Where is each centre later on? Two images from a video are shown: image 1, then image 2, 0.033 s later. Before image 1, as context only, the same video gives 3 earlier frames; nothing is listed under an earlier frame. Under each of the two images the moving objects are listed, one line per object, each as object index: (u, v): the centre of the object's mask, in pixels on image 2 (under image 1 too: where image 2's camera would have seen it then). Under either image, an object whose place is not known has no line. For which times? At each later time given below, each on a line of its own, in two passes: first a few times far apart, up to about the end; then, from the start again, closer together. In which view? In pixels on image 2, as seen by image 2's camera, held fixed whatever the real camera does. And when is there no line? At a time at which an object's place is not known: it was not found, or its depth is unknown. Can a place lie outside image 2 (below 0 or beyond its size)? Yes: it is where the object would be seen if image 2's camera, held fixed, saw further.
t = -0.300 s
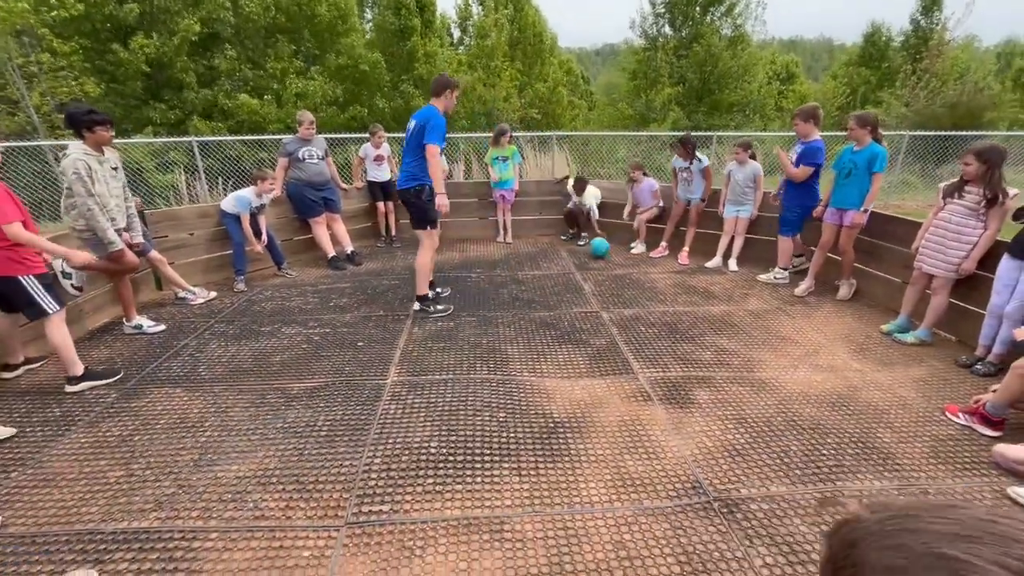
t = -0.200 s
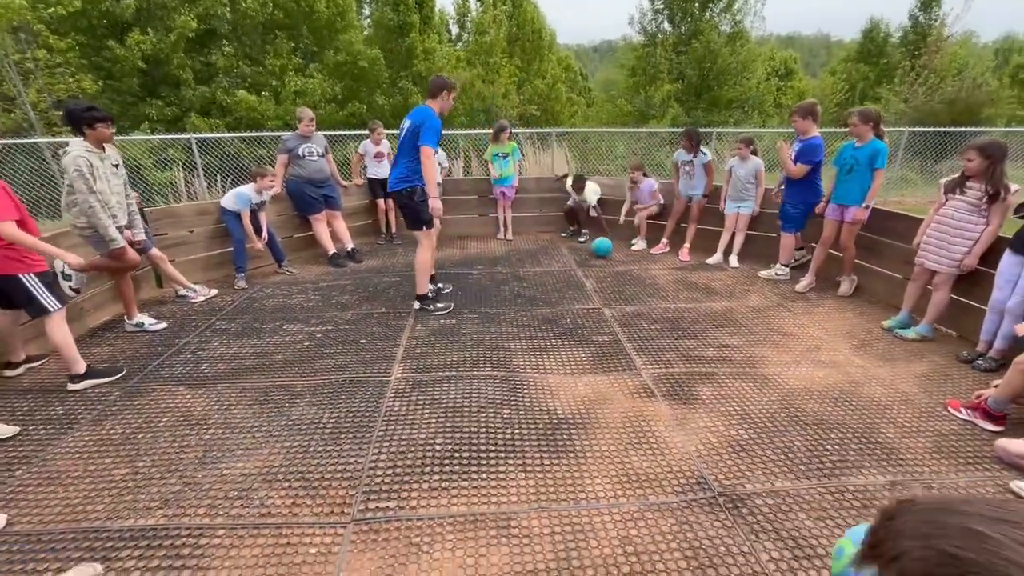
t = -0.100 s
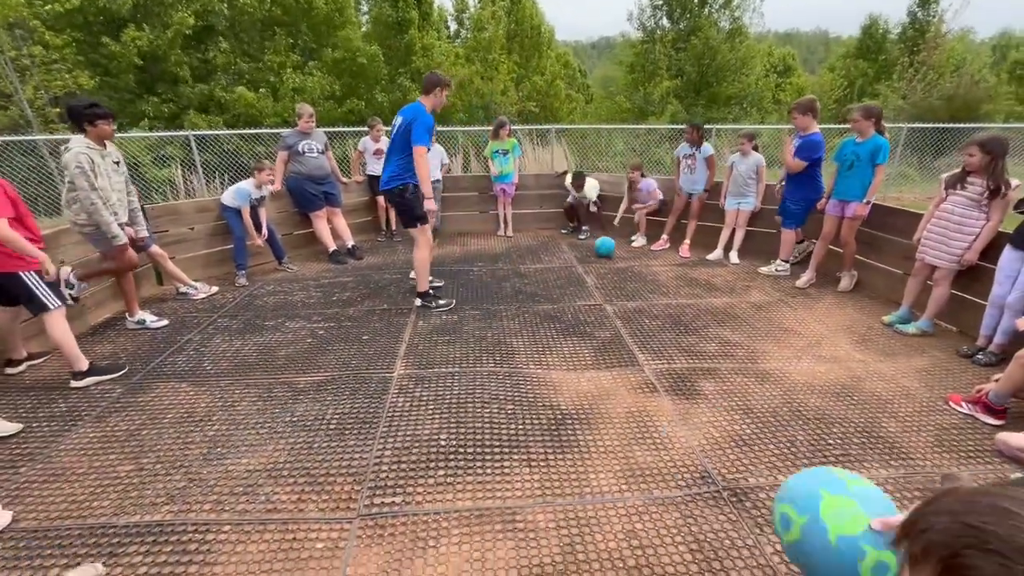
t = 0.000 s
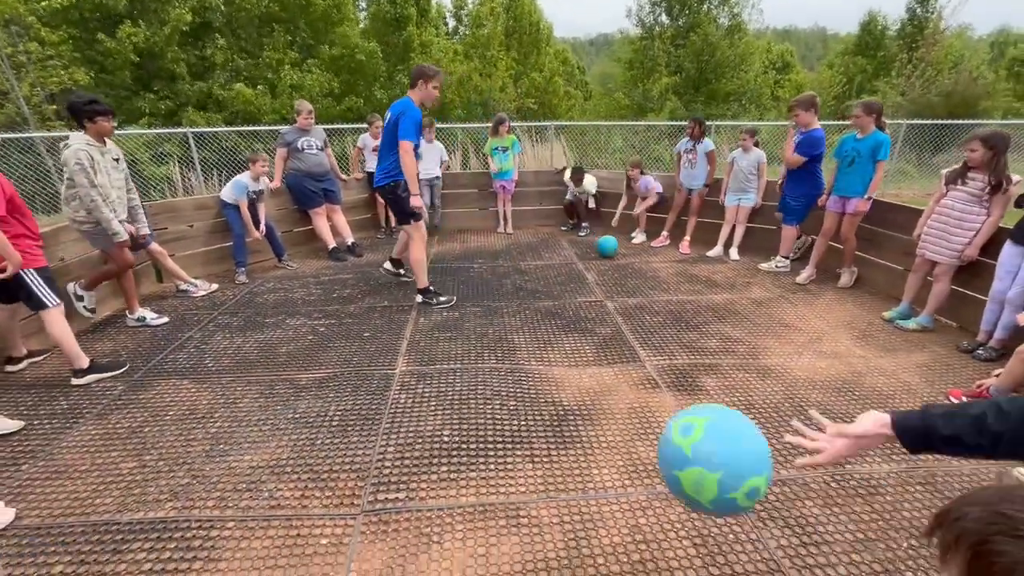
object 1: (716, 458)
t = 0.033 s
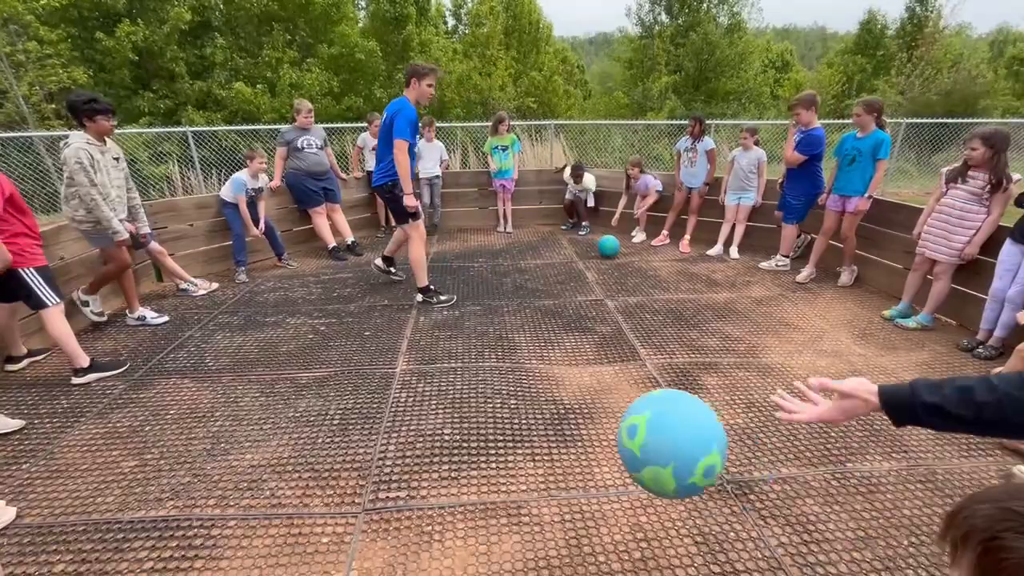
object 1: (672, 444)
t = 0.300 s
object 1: (396, 466)
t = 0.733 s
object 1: (150, 397)
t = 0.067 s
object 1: (630, 434)
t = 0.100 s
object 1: (589, 428)
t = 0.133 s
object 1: (551, 426)
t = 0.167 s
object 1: (515, 428)
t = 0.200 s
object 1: (482, 434)
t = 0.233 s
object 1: (450, 442)
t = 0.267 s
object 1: (422, 453)
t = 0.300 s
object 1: (396, 466)
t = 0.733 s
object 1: (150, 397)
